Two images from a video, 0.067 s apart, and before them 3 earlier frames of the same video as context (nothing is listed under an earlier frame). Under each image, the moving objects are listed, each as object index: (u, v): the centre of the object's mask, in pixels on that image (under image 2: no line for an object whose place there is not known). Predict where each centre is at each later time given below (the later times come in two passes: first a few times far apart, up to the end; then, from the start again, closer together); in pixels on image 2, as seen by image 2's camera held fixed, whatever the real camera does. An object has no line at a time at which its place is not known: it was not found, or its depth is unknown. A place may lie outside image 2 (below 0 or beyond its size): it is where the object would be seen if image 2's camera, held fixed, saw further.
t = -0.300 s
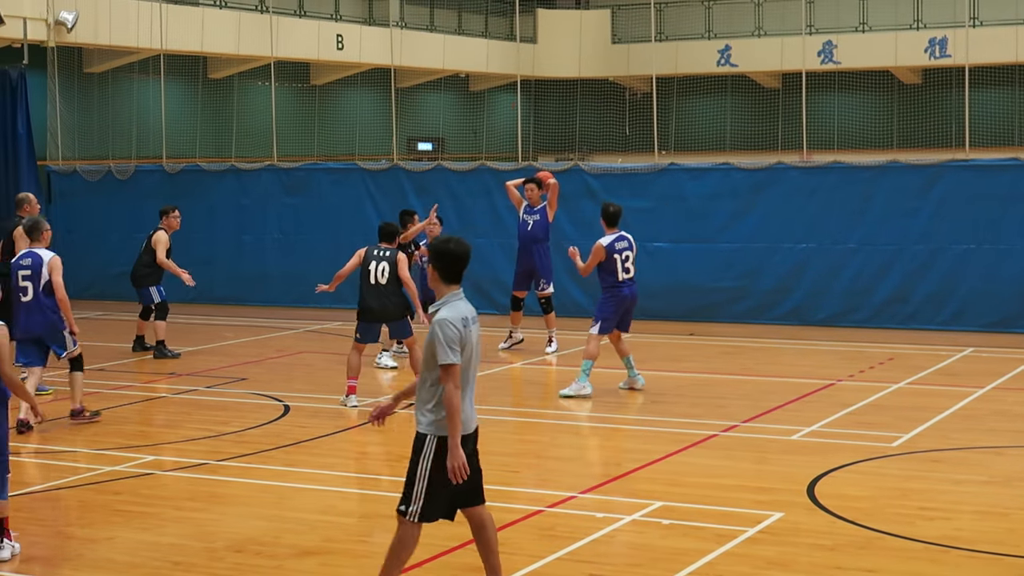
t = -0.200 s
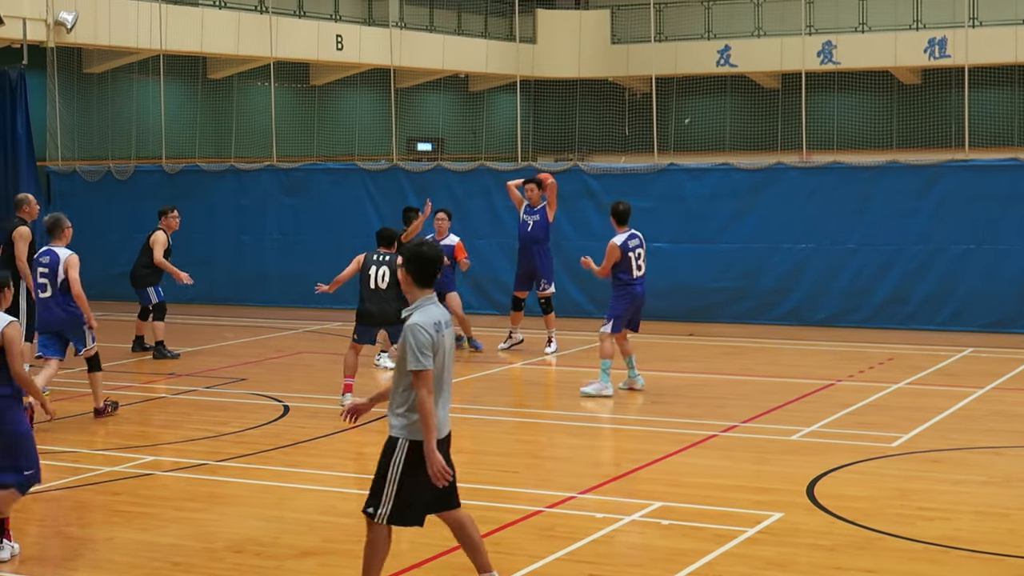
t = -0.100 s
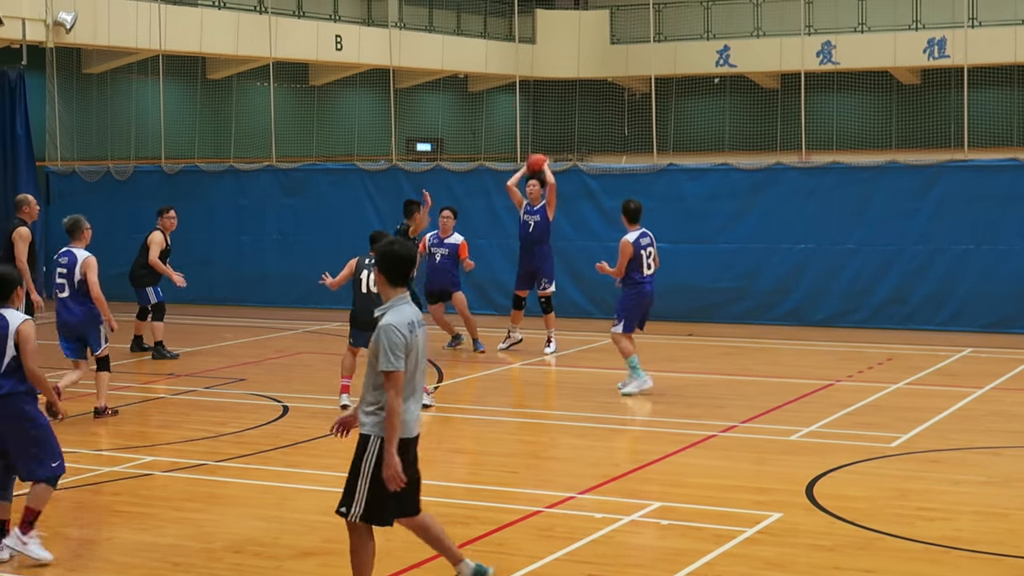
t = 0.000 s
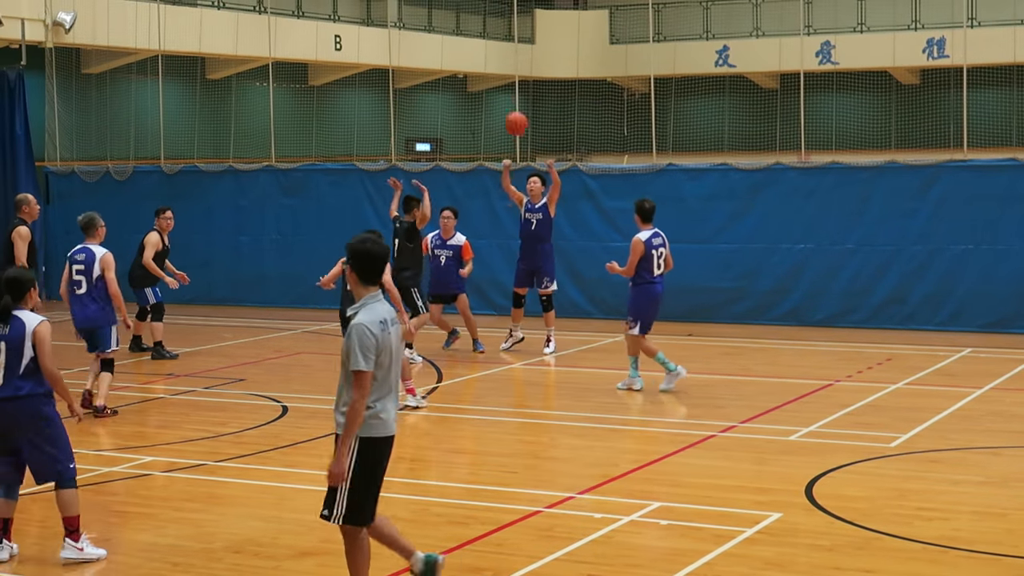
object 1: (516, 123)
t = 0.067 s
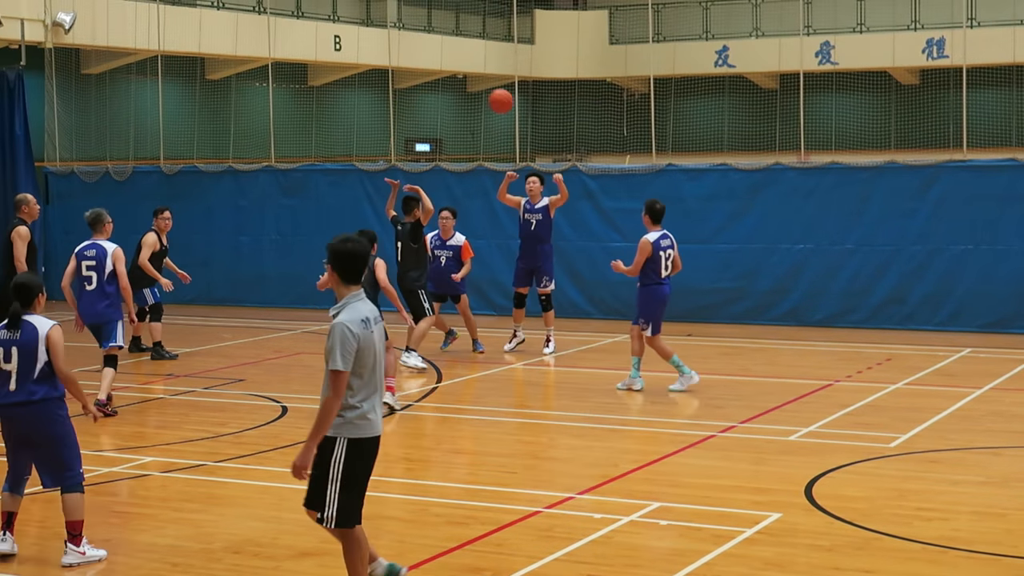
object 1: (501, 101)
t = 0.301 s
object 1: (442, 48)
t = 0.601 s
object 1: (346, 63)
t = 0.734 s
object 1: (292, 112)
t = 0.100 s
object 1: (493, 91)
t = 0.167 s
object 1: (477, 73)
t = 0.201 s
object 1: (468, 65)
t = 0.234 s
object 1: (460, 59)
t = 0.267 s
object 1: (451, 53)
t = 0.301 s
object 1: (442, 48)
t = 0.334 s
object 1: (433, 44)
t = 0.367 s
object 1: (424, 41)
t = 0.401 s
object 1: (413, 40)
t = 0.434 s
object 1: (403, 39)
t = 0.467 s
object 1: (392, 41)
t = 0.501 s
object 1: (381, 44)
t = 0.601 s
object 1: (346, 63)
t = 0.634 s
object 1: (332, 72)
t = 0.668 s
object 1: (319, 84)
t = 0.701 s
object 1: (306, 96)
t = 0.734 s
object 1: (292, 112)
